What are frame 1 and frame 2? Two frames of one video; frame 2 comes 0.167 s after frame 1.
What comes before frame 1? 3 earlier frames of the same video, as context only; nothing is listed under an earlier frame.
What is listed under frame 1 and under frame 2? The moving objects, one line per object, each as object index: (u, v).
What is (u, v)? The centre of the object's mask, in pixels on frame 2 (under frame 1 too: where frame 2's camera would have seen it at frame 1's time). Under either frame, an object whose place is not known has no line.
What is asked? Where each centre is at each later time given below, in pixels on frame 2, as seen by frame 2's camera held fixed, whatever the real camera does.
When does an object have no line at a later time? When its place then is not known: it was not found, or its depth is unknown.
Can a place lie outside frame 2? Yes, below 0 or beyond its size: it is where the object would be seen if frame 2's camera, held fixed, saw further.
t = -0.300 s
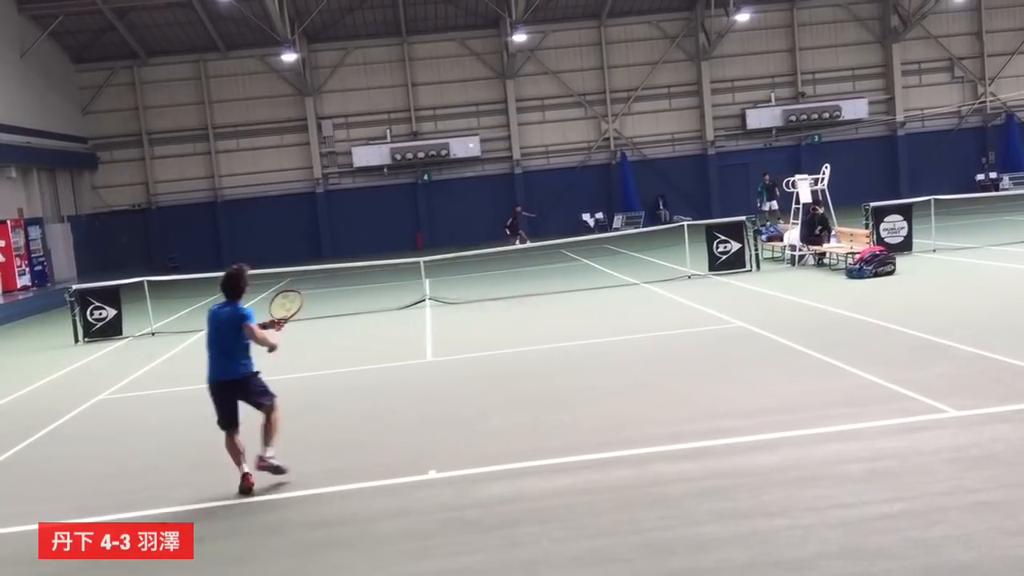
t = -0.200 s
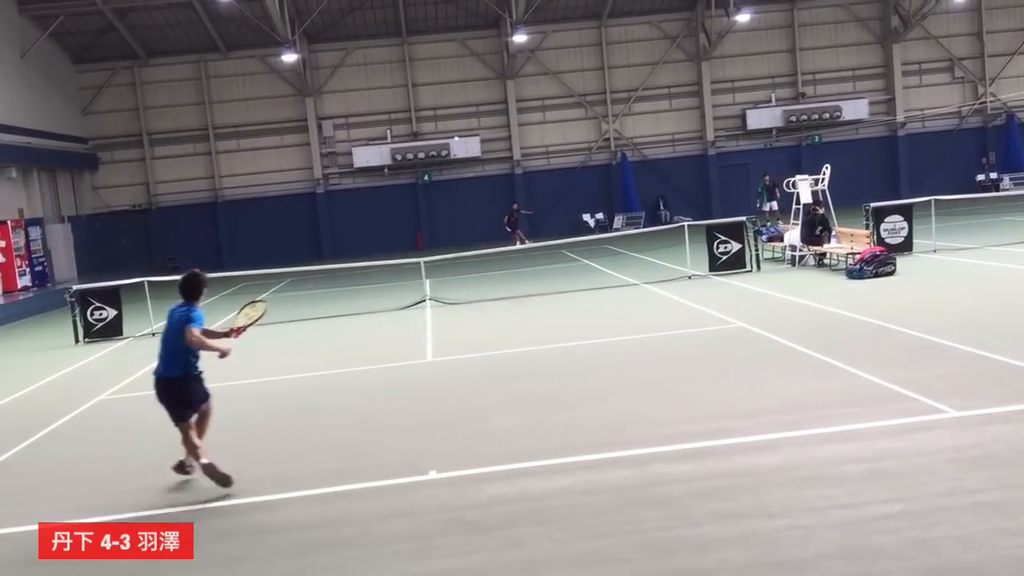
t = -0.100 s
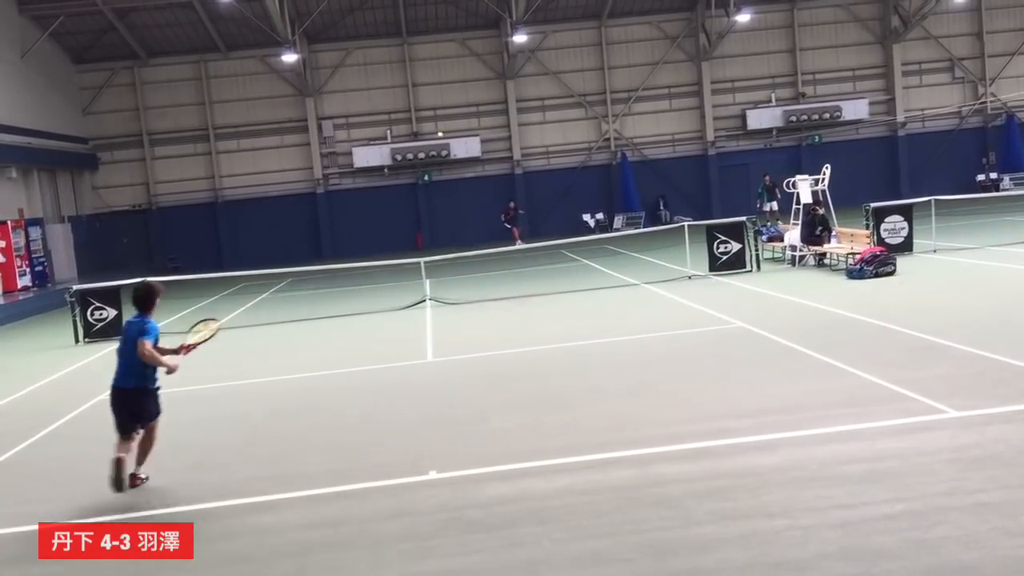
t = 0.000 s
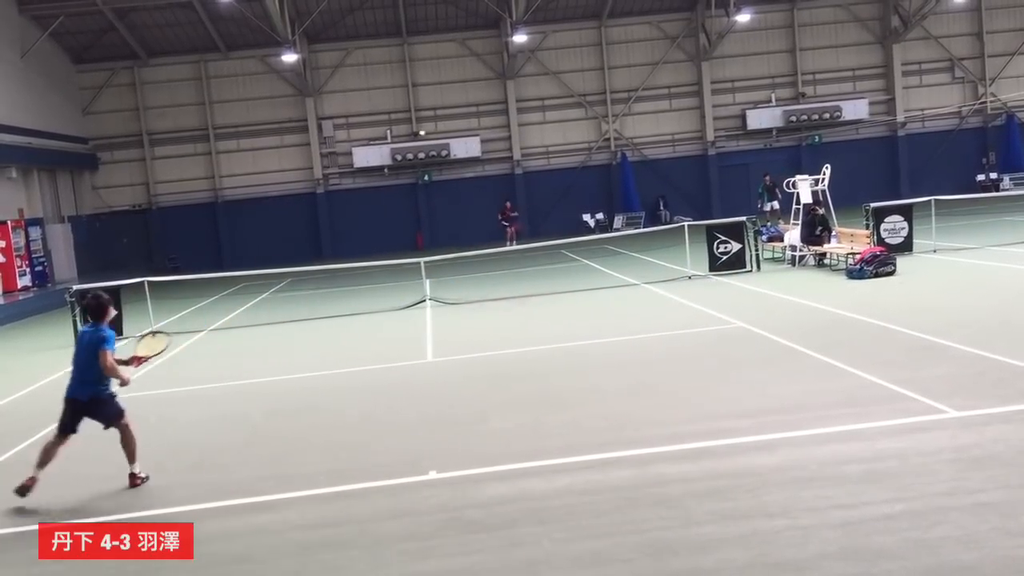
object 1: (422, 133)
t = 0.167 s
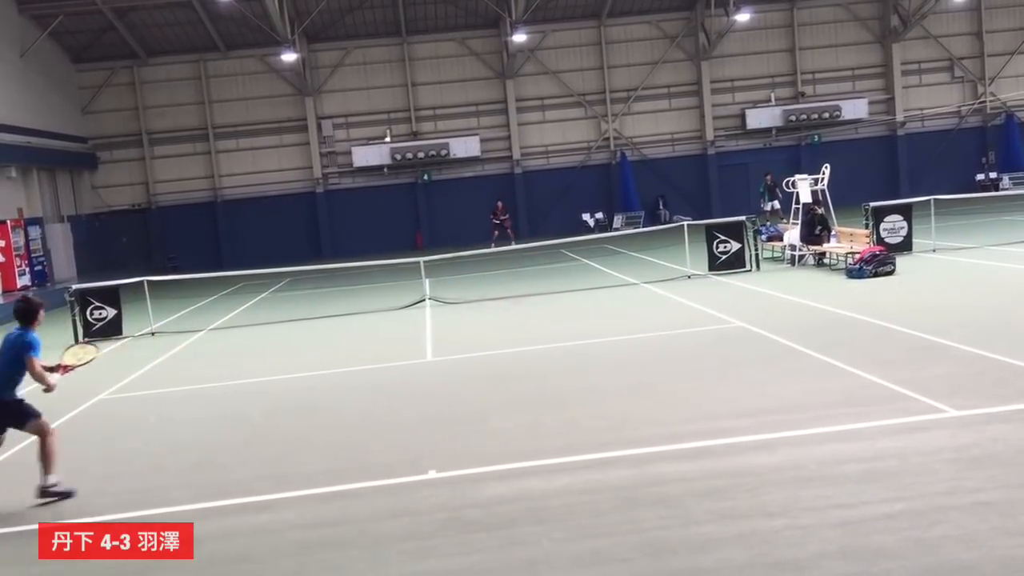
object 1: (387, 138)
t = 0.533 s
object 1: (288, 215)
